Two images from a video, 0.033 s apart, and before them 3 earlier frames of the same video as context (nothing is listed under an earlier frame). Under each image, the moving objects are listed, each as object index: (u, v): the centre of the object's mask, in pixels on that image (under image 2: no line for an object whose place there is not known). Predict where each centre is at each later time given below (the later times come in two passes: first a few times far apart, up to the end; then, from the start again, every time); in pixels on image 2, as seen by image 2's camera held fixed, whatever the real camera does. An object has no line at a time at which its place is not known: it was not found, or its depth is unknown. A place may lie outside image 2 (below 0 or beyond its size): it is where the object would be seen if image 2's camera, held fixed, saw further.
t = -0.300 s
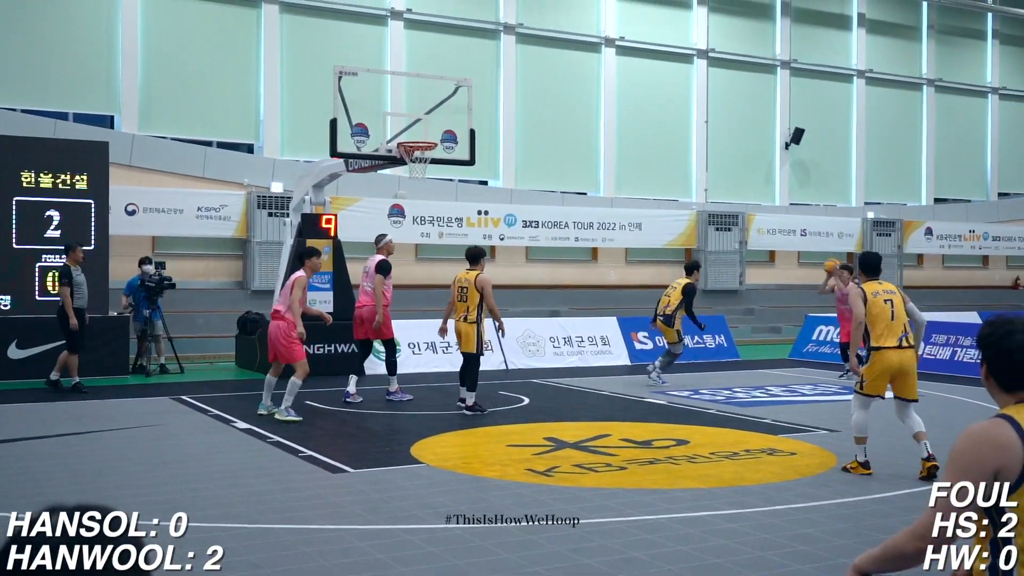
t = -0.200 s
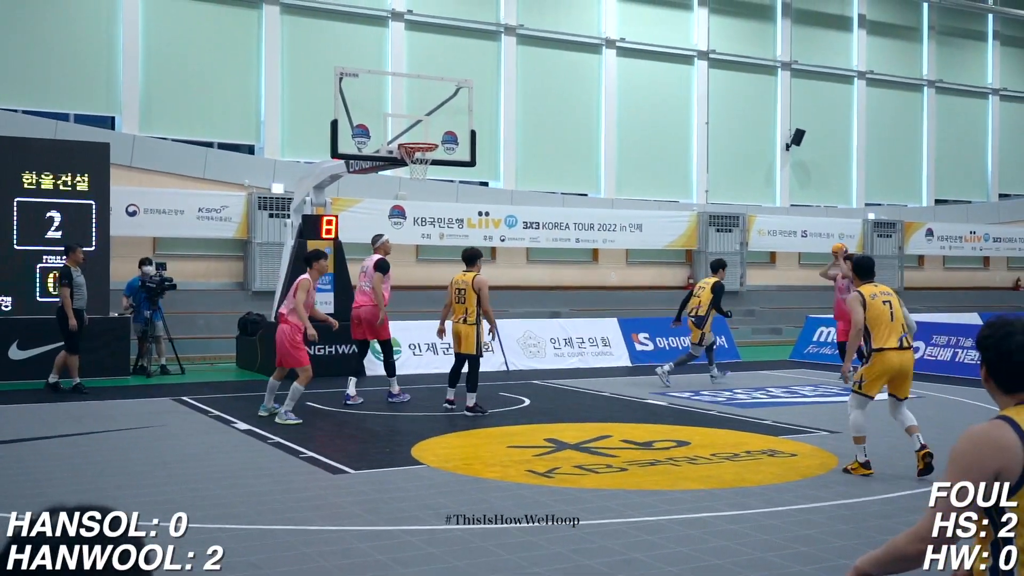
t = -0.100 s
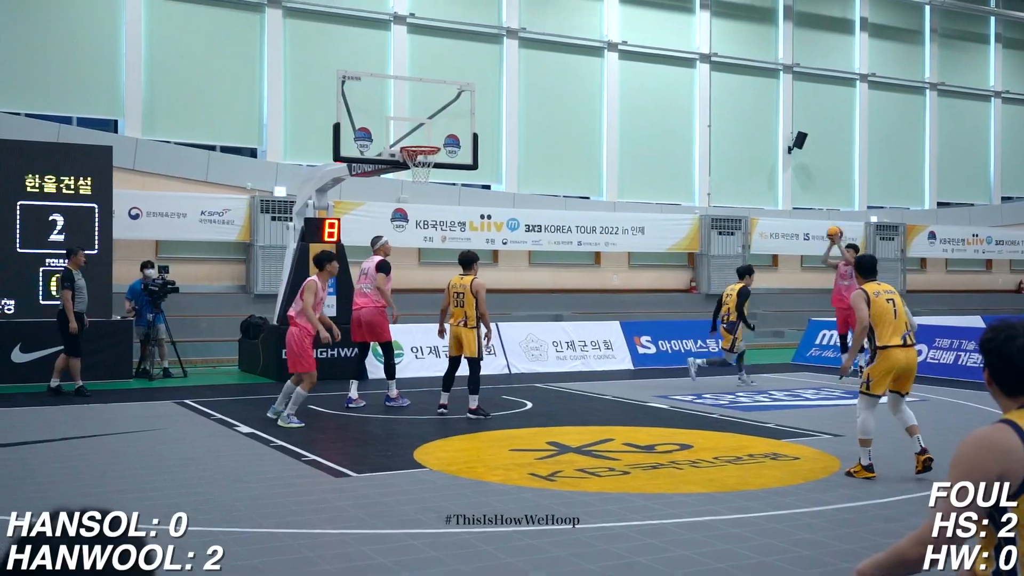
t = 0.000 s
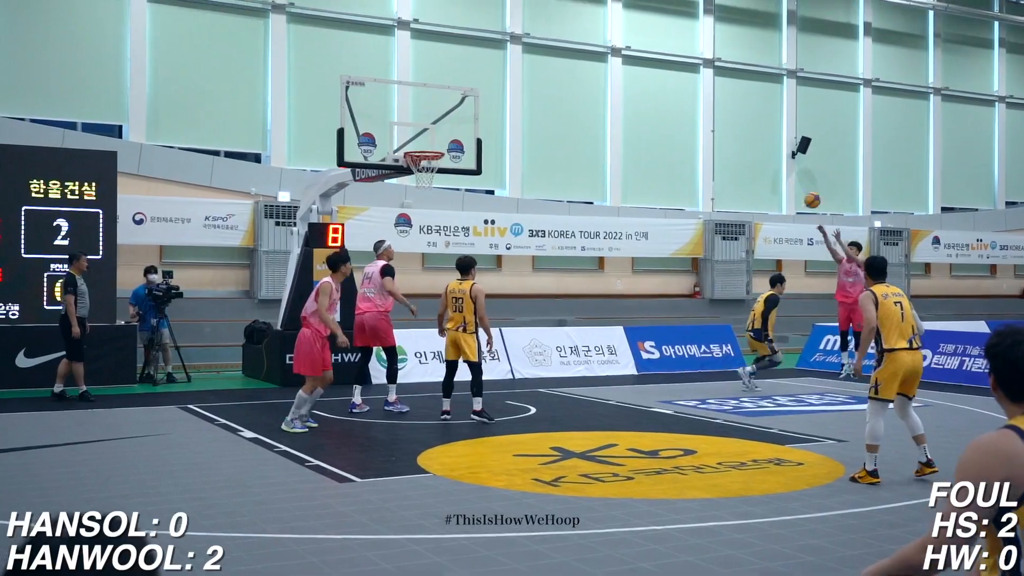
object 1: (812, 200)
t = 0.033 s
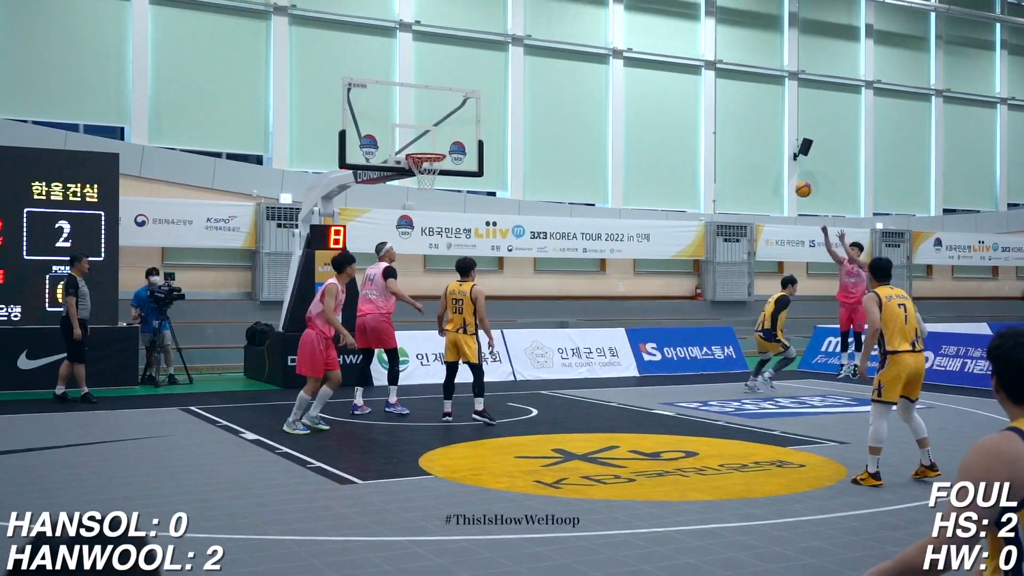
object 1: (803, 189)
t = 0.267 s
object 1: (726, 117)
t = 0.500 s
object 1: (645, 78)
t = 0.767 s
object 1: (544, 81)
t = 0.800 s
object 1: (531, 86)
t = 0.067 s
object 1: (793, 177)
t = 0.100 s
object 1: (782, 165)
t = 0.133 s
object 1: (771, 154)
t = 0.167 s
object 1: (760, 144)
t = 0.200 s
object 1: (749, 134)
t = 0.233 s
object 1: (738, 126)
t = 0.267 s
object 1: (726, 117)
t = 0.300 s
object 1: (715, 109)
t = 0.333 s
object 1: (704, 102)
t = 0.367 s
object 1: (692, 96)
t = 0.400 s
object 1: (681, 90)
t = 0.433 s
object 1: (669, 86)
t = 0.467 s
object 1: (657, 82)
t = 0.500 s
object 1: (645, 78)
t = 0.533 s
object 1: (633, 76)
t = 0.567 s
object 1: (620, 74)
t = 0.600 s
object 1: (608, 73)
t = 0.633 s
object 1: (596, 73)
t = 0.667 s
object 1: (583, 74)
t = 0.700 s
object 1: (570, 76)
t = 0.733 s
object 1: (557, 78)
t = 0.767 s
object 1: (544, 81)
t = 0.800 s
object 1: (531, 86)
